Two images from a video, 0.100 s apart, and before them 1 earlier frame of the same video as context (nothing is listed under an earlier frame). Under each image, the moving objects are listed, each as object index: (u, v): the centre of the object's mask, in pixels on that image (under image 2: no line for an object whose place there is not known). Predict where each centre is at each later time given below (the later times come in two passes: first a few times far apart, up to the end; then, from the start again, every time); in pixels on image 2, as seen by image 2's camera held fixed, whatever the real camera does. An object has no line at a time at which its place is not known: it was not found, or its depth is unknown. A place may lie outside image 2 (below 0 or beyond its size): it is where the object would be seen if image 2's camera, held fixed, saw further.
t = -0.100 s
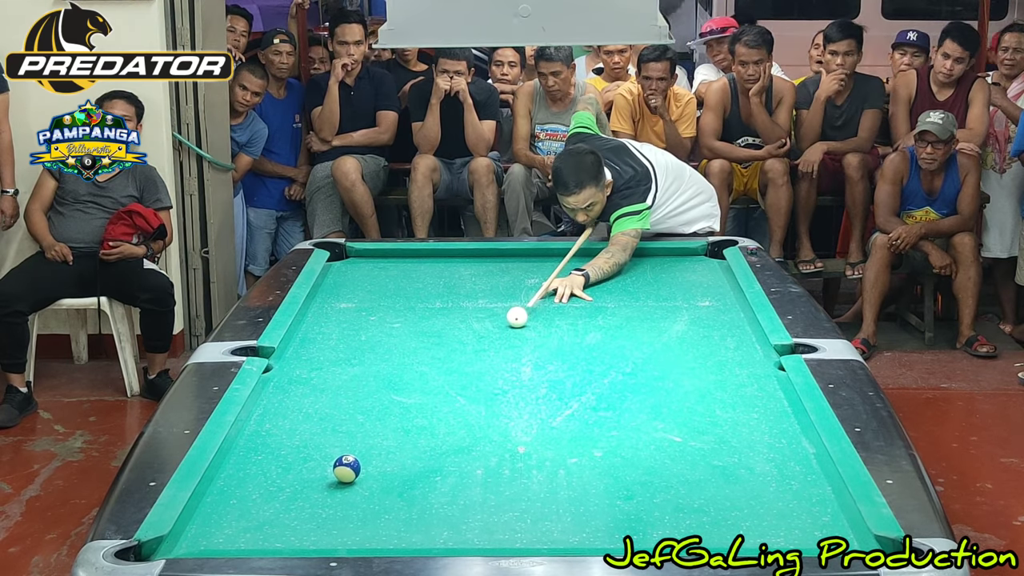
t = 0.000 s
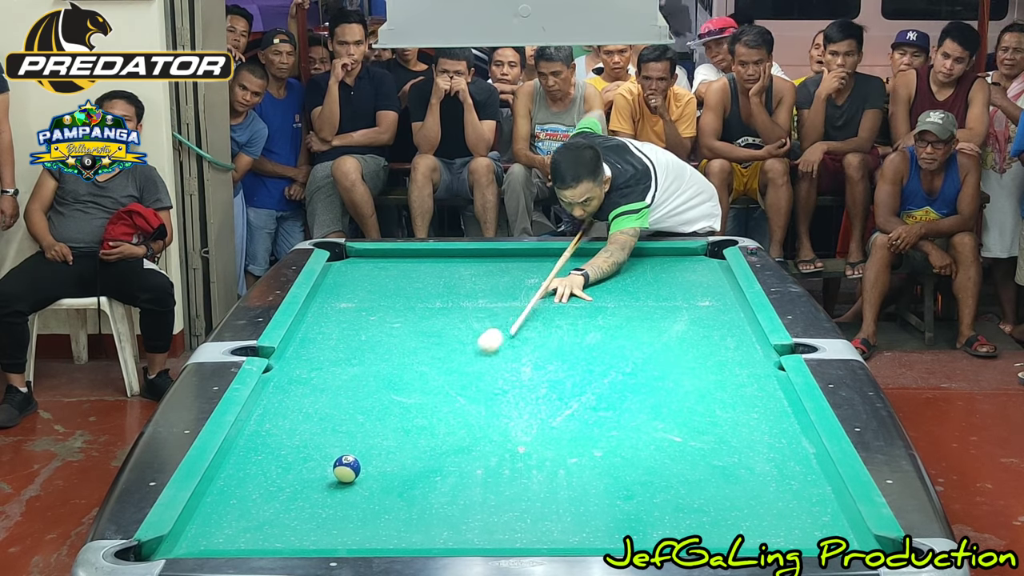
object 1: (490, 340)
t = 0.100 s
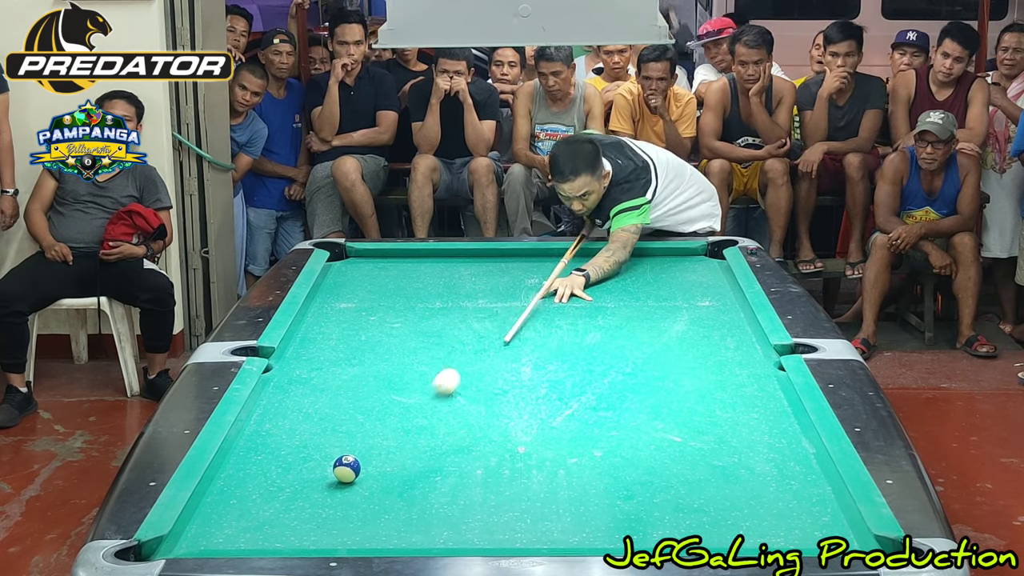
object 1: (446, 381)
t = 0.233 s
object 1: (380, 444)
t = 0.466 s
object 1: (416, 479)
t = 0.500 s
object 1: (424, 482)
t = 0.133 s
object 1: (430, 397)
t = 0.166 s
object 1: (414, 412)
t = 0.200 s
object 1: (397, 428)
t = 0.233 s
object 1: (380, 444)
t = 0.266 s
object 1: (366, 460)
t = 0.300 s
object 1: (376, 463)
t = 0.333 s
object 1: (385, 466)
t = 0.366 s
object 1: (393, 469)
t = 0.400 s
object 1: (401, 472)
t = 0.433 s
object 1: (409, 476)
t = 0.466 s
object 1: (416, 479)
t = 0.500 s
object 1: (424, 482)
